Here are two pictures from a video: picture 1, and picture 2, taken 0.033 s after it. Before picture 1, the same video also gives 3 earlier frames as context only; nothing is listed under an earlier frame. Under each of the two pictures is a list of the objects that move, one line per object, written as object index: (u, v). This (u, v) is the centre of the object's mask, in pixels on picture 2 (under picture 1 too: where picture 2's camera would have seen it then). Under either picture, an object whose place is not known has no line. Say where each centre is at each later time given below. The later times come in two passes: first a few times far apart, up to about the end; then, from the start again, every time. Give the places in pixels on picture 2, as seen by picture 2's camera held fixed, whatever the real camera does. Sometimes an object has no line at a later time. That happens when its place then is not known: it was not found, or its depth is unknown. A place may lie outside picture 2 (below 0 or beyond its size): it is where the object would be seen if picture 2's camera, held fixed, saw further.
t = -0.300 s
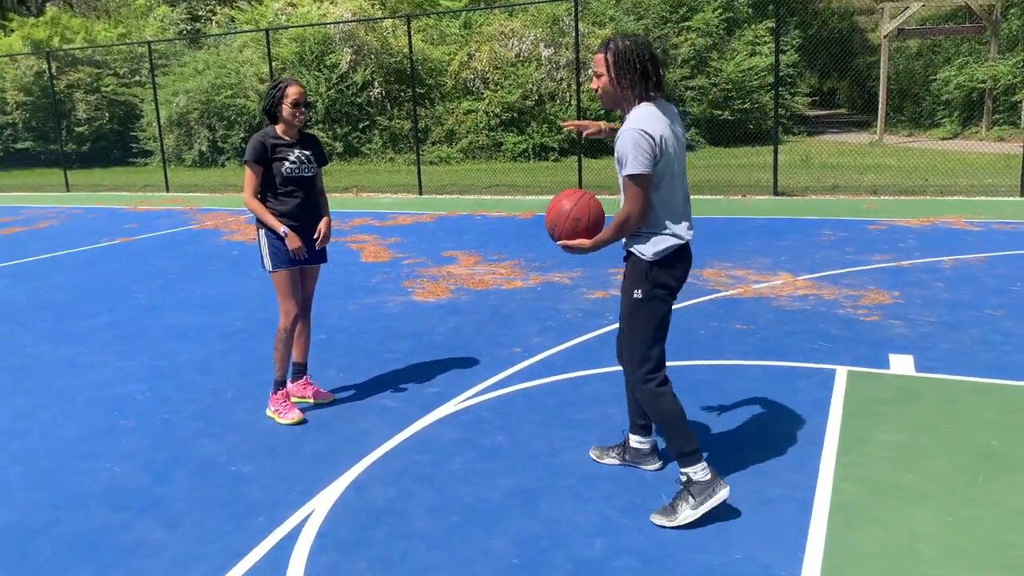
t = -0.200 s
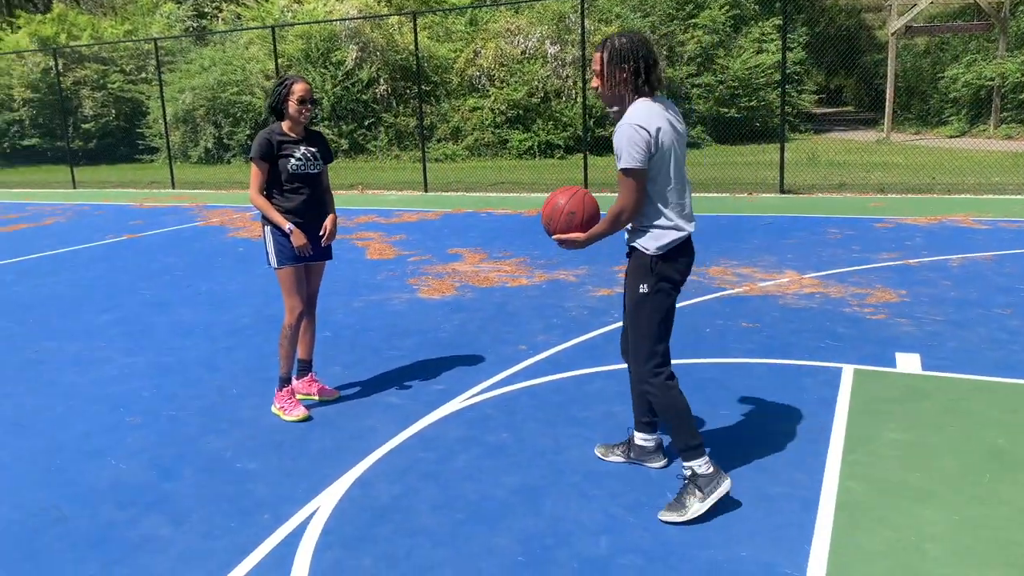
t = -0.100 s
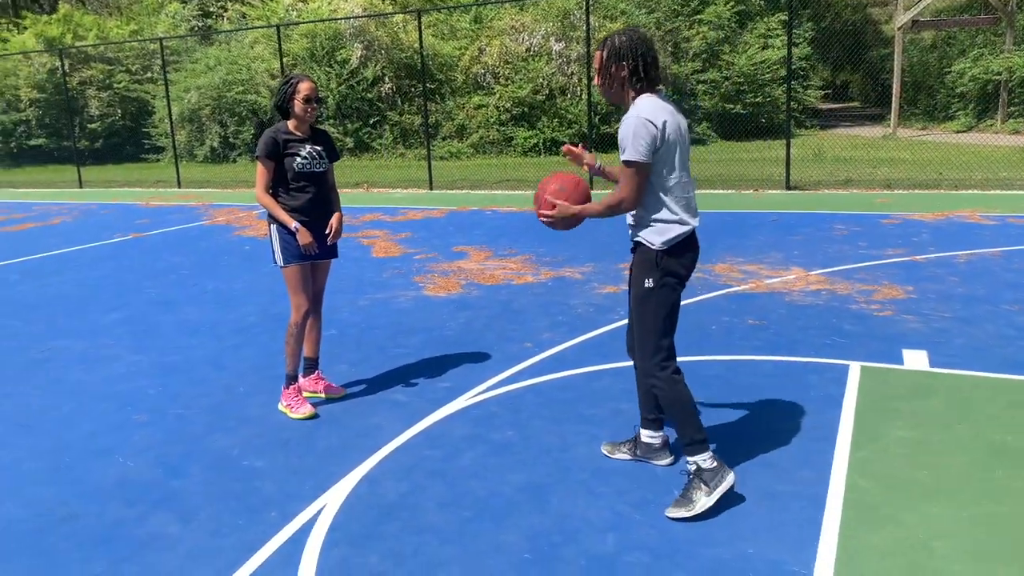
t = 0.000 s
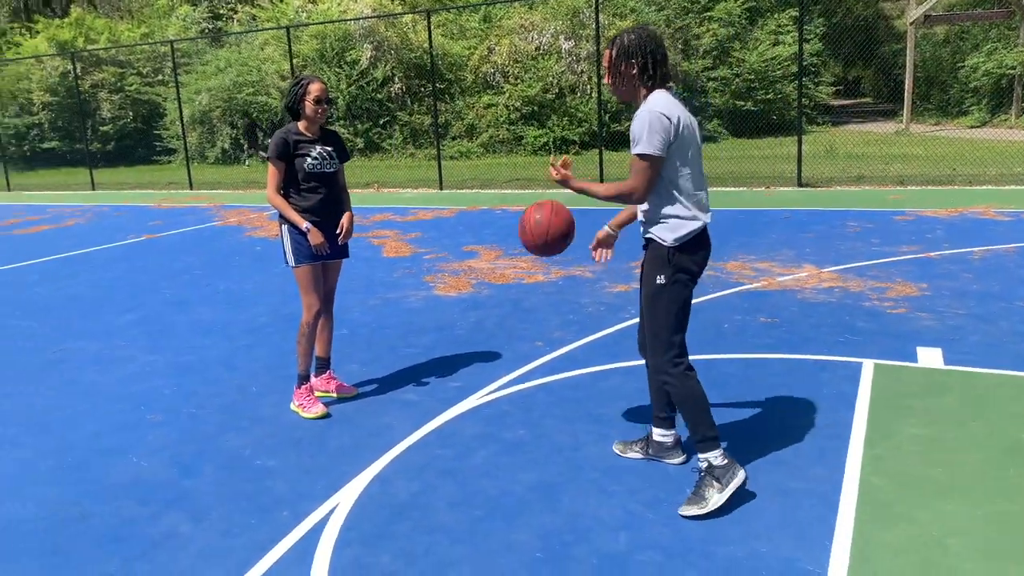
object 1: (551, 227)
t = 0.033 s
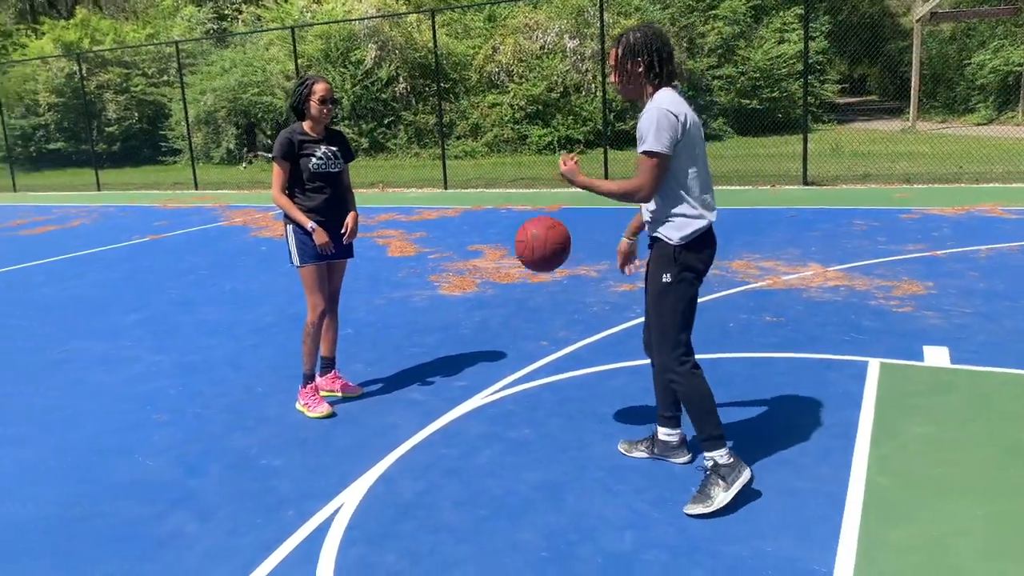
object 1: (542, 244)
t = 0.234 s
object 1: (498, 383)
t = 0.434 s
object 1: (499, 313)
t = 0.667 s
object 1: (516, 256)
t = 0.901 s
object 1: (538, 302)
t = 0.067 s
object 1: (535, 262)
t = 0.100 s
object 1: (527, 282)
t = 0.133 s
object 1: (519, 304)
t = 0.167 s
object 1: (512, 328)
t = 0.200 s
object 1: (505, 355)
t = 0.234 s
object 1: (498, 383)
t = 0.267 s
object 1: (492, 413)
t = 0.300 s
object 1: (492, 400)
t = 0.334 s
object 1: (493, 374)
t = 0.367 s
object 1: (495, 351)
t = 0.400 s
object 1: (497, 331)
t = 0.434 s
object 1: (499, 313)
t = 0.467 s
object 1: (501, 297)
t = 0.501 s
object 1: (504, 284)
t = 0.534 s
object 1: (506, 274)
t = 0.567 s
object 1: (508, 266)
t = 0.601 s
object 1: (511, 260)
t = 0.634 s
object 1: (514, 257)
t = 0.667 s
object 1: (516, 256)
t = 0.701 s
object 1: (519, 256)
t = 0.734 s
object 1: (522, 259)
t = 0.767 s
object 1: (525, 264)
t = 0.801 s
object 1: (529, 270)
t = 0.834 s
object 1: (532, 279)
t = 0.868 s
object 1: (535, 289)
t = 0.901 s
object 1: (538, 302)
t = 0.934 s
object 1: (541, 315)
